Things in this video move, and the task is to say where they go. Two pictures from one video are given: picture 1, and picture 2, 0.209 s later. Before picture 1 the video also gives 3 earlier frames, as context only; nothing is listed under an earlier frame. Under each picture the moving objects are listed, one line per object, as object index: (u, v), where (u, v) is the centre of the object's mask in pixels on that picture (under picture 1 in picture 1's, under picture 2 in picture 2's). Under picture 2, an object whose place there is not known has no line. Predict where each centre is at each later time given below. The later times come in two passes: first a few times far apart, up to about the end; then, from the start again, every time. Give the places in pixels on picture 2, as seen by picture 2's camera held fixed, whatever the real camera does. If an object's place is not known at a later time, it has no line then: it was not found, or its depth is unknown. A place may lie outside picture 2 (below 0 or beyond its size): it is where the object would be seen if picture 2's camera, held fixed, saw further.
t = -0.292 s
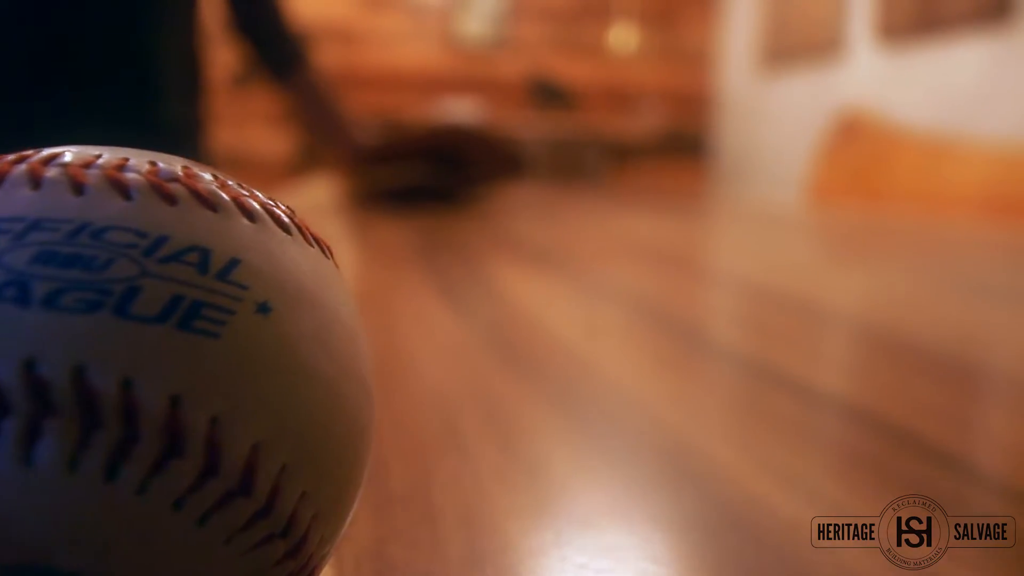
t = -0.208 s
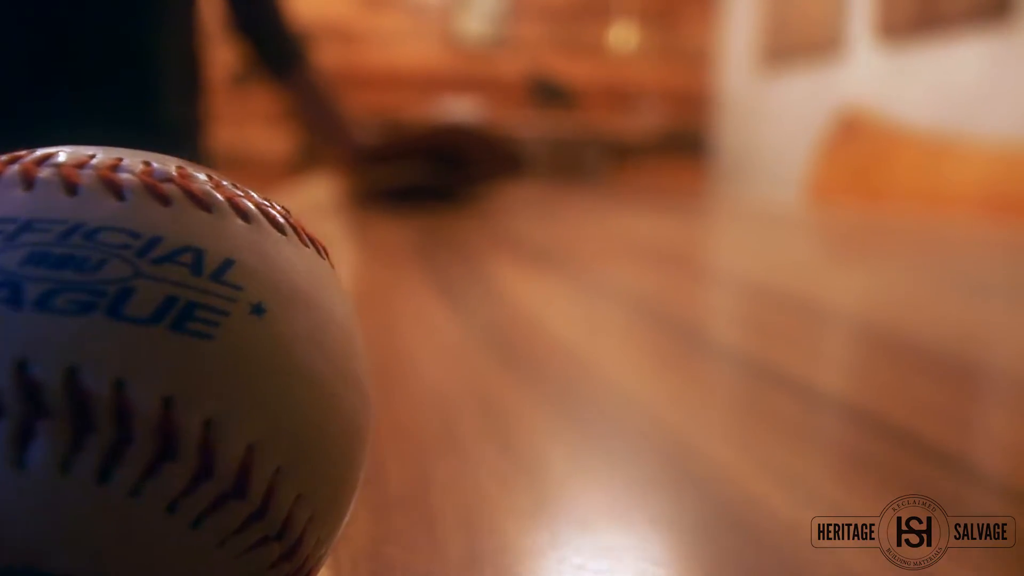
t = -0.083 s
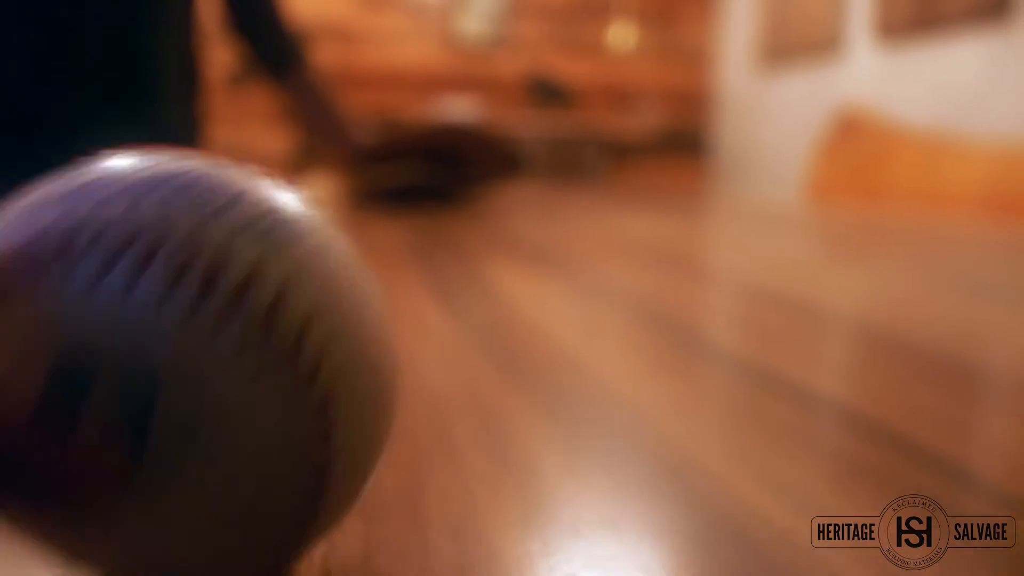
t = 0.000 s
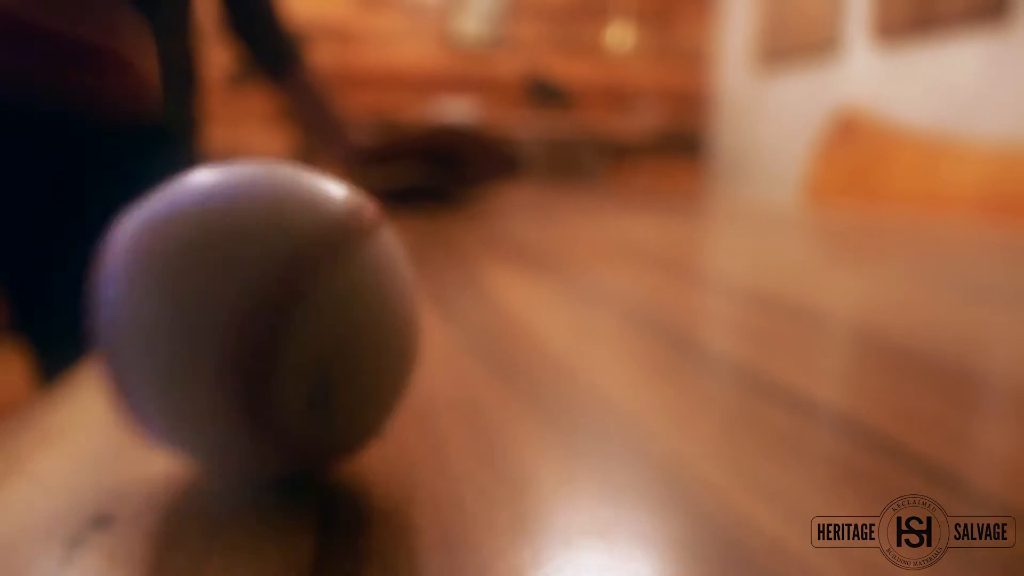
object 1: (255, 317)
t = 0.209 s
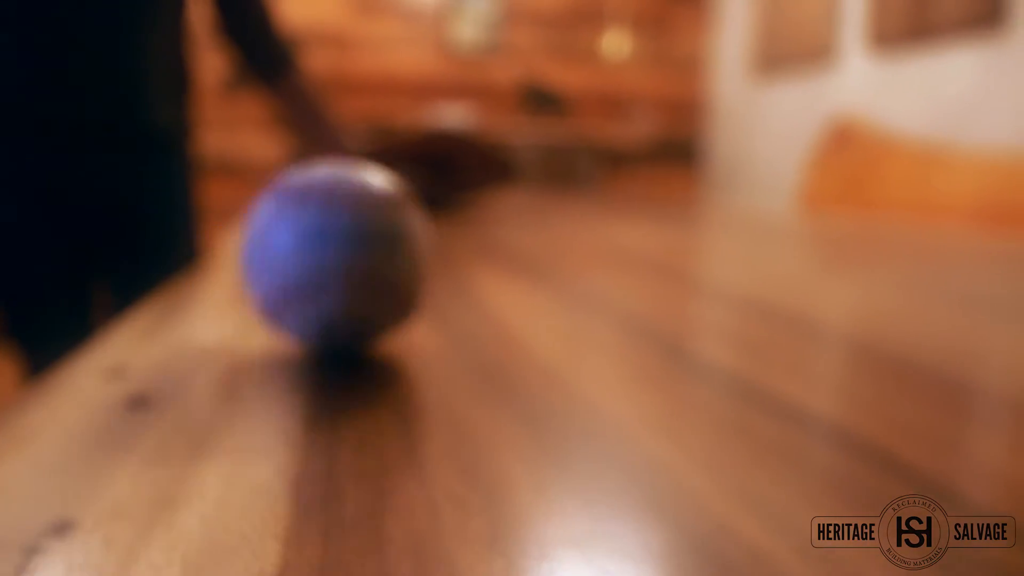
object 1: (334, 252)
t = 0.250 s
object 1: (347, 244)
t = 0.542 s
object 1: (376, 217)
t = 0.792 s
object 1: (372, 204)
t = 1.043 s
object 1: (360, 199)
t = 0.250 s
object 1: (347, 244)
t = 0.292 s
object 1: (355, 238)
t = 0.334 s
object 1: (361, 232)
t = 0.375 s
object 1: (365, 228)
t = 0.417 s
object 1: (370, 223)
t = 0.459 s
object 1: (373, 219)
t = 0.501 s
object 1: (373, 218)
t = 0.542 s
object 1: (376, 217)
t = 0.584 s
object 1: (378, 216)
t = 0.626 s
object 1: (378, 211)
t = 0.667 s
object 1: (376, 209)
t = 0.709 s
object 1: (376, 208)
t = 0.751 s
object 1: (374, 206)
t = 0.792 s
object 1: (372, 204)
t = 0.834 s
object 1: (369, 202)
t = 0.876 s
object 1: (367, 201)
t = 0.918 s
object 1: (365, 202)
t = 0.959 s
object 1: (363, 201)
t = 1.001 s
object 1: (362, 200)
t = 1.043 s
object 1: (360, 199)
